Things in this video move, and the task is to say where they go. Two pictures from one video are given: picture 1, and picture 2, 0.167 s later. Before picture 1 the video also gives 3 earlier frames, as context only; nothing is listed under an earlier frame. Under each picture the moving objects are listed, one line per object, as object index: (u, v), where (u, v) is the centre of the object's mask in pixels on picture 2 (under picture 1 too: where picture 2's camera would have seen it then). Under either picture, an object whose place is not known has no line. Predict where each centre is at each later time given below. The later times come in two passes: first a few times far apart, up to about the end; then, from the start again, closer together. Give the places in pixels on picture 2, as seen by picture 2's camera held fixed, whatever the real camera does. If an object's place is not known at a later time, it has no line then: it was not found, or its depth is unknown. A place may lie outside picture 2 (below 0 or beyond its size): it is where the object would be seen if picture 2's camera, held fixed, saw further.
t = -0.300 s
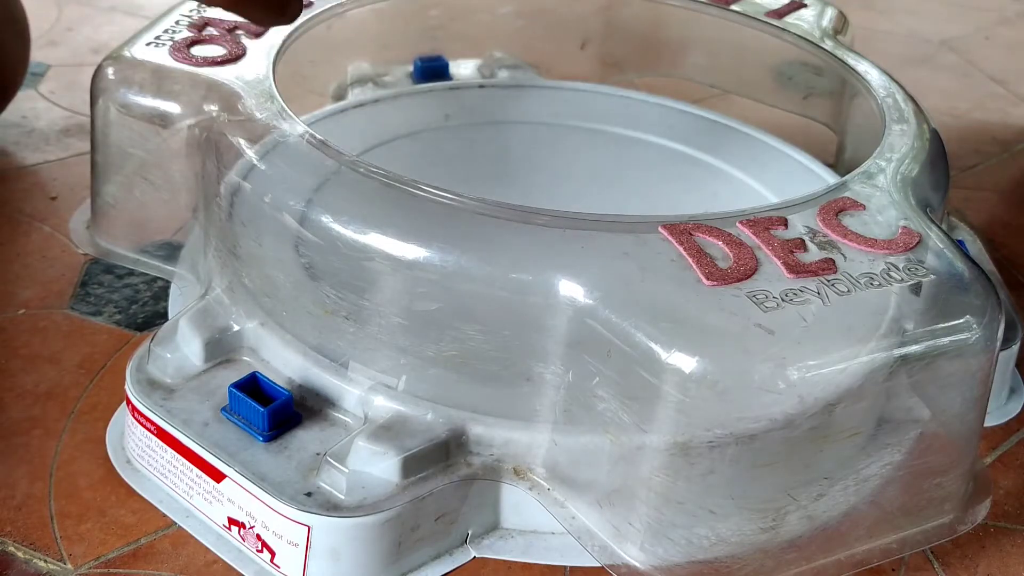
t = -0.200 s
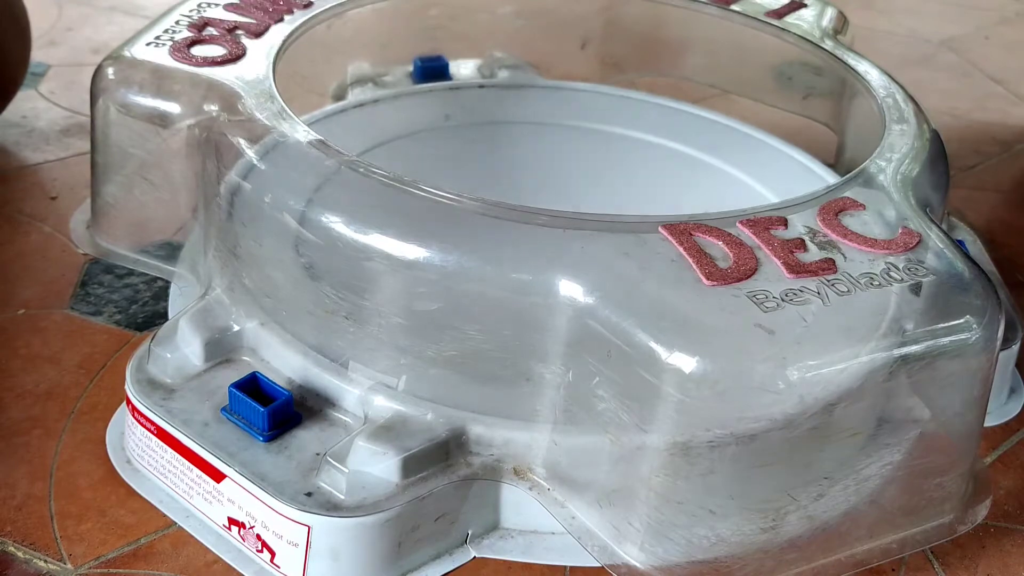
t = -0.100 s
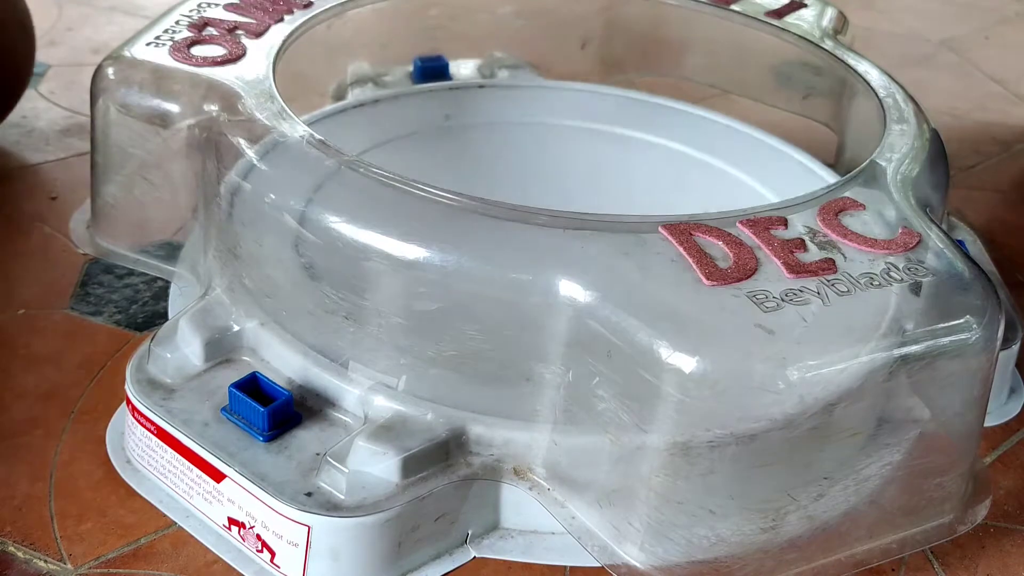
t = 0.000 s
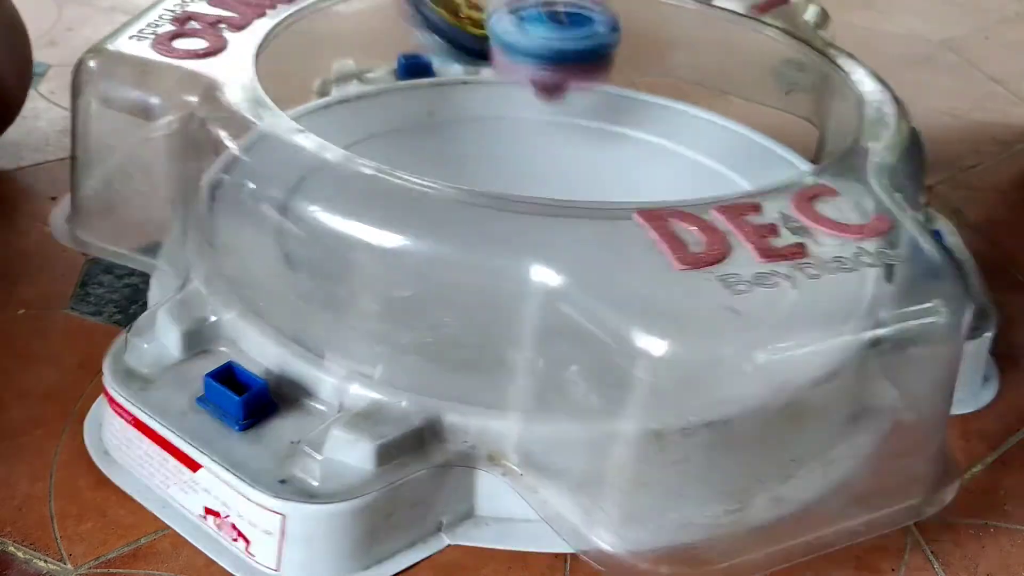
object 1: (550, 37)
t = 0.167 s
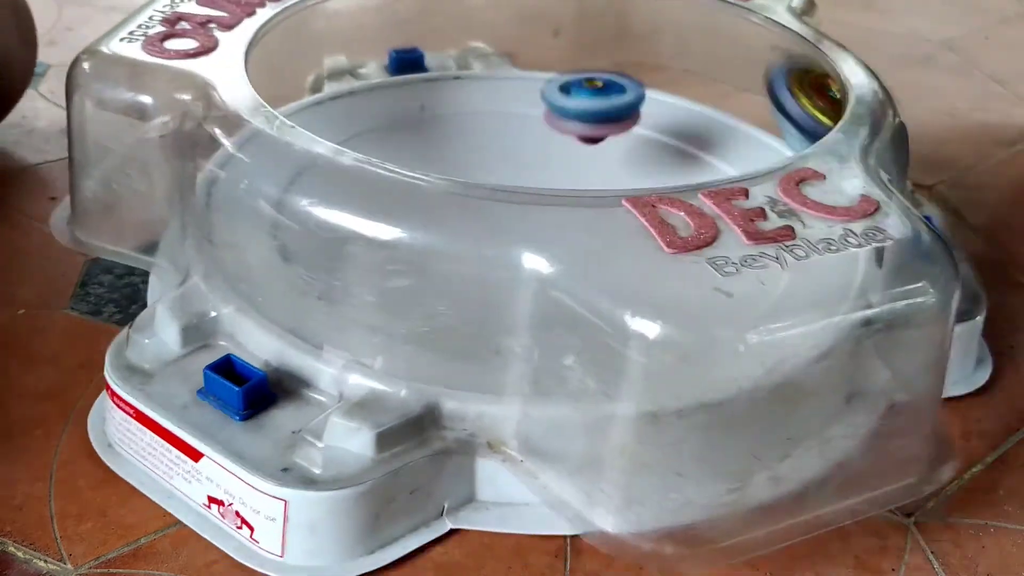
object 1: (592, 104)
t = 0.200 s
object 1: (584, 98)
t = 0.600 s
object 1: (602, 162)
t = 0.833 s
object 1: (599, 243)
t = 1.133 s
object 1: (416, 141)
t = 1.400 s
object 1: (602, 65)
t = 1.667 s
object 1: (792, 145)
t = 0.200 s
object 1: (584, 98)
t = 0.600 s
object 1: (602, 162)
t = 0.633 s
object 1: (615, 167)
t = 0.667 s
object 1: (622, 174)
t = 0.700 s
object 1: (619, 198)
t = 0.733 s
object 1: (620, 220)
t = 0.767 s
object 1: (615, 238)
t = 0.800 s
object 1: (609, 242)
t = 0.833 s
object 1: (599, 243)
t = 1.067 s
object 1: (425, 190)
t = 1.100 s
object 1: (420, 162)
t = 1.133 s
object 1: (416, 141)
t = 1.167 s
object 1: (419, 128)
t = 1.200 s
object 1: (430, 107)
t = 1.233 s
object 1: (449, 91)
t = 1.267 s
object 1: (477, 74)
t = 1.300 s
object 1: (507, 71)
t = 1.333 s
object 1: (538, 67)
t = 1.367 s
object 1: (570, 65)
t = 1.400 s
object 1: (602, 65)
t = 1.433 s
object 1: (633, 68)
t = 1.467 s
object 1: (664, 74)
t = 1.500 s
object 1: (694, 82)
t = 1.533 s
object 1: (723, 95)
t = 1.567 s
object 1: (750, 109)
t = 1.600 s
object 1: (774, 125)
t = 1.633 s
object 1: (787, 135)
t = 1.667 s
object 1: (792, 145)
